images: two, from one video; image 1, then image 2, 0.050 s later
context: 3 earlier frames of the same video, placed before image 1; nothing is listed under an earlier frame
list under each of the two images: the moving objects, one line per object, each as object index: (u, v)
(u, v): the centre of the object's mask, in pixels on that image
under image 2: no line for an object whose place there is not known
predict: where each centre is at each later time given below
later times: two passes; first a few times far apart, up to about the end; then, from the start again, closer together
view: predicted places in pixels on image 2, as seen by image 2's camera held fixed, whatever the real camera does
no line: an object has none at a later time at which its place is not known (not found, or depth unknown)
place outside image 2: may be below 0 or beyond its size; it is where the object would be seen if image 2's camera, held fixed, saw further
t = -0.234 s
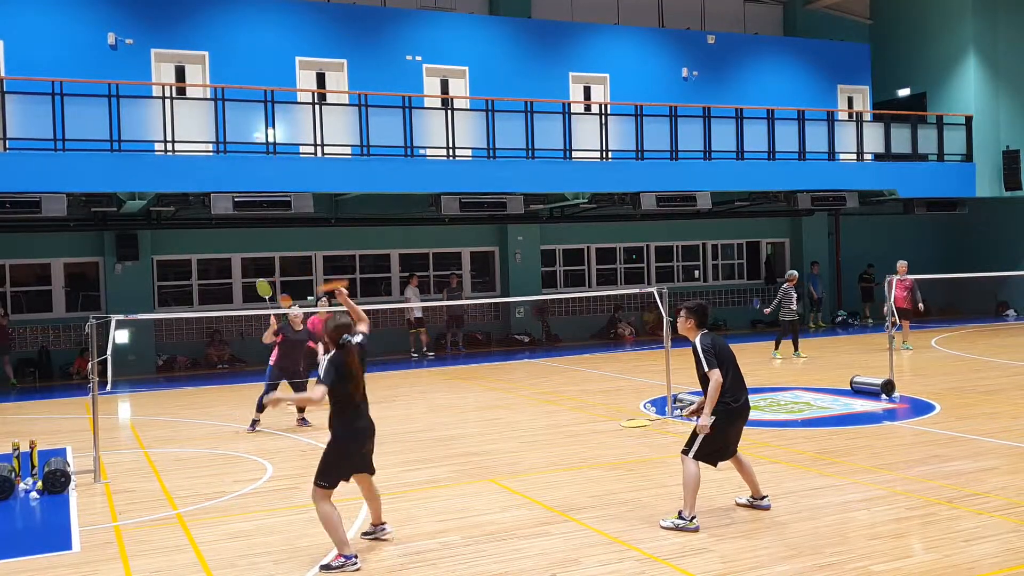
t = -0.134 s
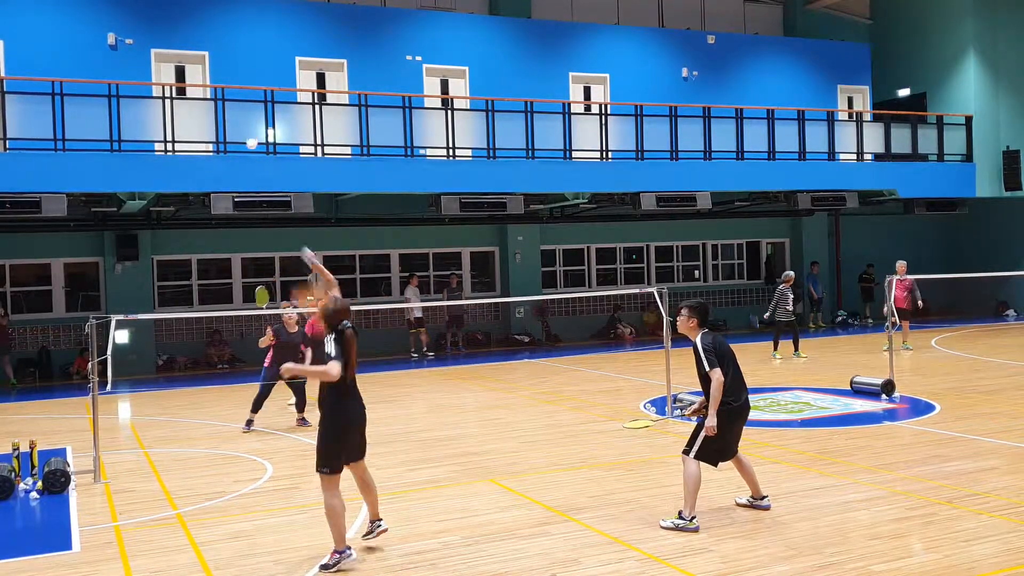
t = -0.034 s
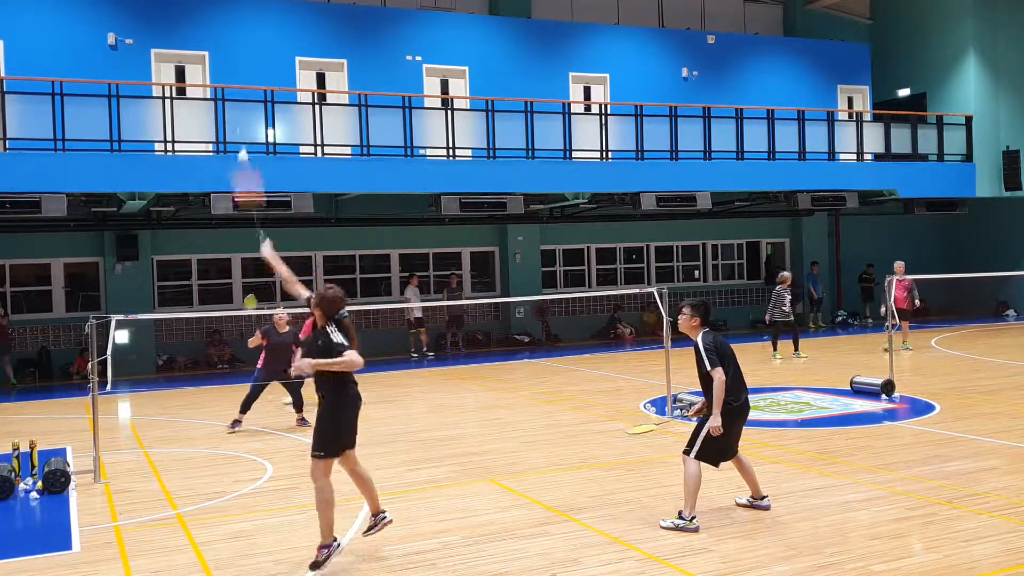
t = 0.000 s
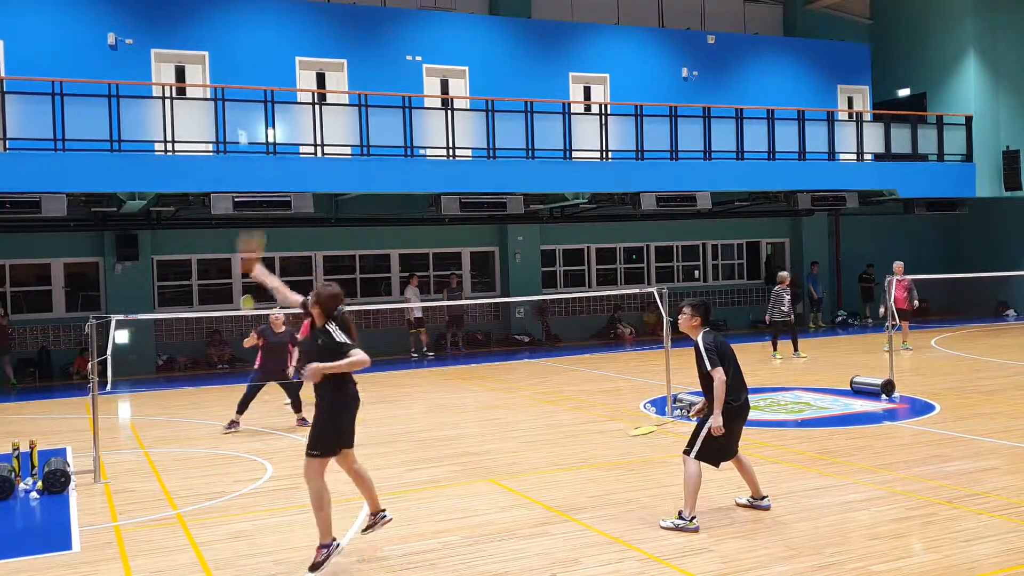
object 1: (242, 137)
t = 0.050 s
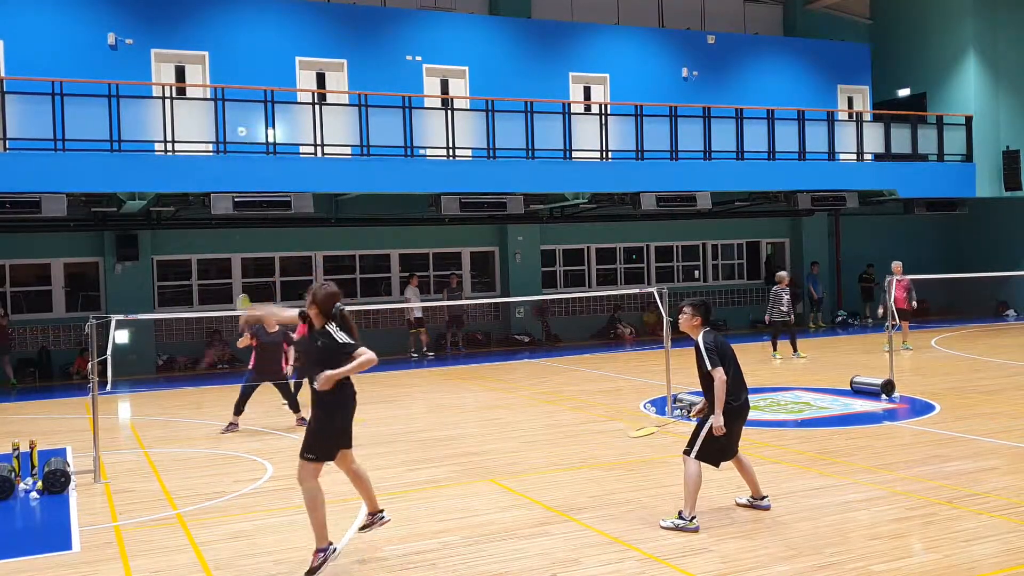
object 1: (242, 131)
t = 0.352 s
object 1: (240, 142)
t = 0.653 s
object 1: (243, 199)
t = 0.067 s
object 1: (242, 129)
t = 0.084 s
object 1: (241, 128)
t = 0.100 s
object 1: (240, 126)
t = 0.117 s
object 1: (240, 125)
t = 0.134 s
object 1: (239, 125)
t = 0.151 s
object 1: (240, 125)
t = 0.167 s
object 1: (239, 125)
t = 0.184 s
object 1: (239, 127)
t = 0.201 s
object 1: (239, 127)
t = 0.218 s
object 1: (239, 128)
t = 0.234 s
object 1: (239, 129)
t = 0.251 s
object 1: (239, 131)
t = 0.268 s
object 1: (239, 132)
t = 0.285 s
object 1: (239, 134)
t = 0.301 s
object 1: (239, 136)
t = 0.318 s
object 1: (239, 137)
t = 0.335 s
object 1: (239, 139)
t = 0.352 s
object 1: (240, 142)
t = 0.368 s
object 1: (239, 145)
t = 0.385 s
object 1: (239, 147)
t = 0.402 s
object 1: (239, 149)
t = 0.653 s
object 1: (243, 199)
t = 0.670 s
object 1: (243, 204)
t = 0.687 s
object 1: (244, 208)
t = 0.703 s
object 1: (244, 212)
